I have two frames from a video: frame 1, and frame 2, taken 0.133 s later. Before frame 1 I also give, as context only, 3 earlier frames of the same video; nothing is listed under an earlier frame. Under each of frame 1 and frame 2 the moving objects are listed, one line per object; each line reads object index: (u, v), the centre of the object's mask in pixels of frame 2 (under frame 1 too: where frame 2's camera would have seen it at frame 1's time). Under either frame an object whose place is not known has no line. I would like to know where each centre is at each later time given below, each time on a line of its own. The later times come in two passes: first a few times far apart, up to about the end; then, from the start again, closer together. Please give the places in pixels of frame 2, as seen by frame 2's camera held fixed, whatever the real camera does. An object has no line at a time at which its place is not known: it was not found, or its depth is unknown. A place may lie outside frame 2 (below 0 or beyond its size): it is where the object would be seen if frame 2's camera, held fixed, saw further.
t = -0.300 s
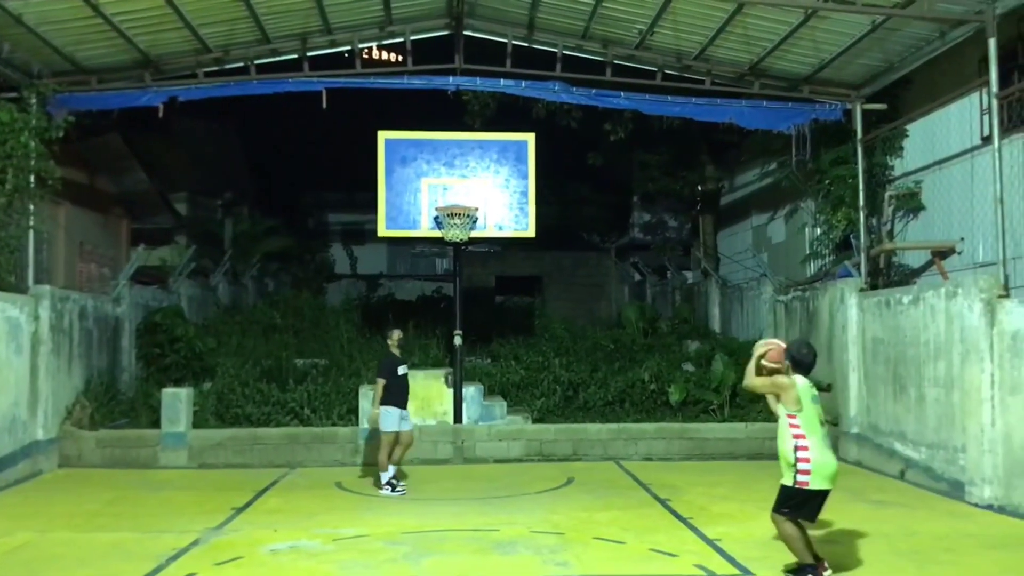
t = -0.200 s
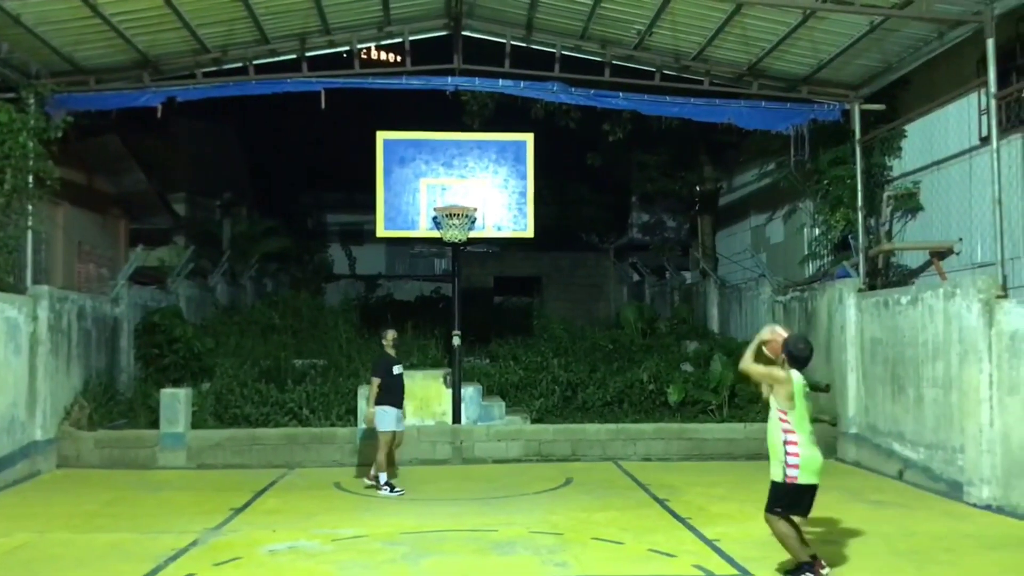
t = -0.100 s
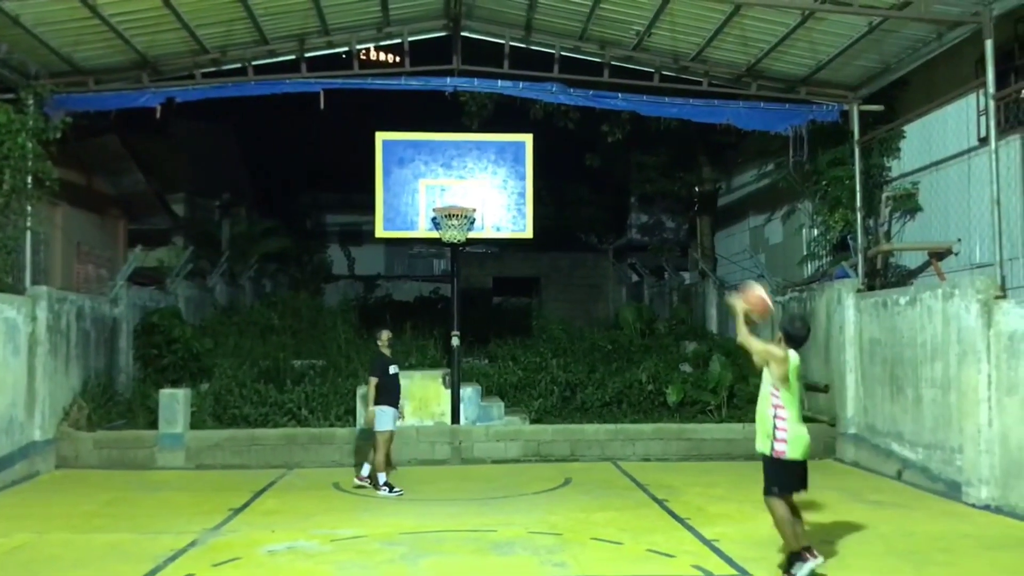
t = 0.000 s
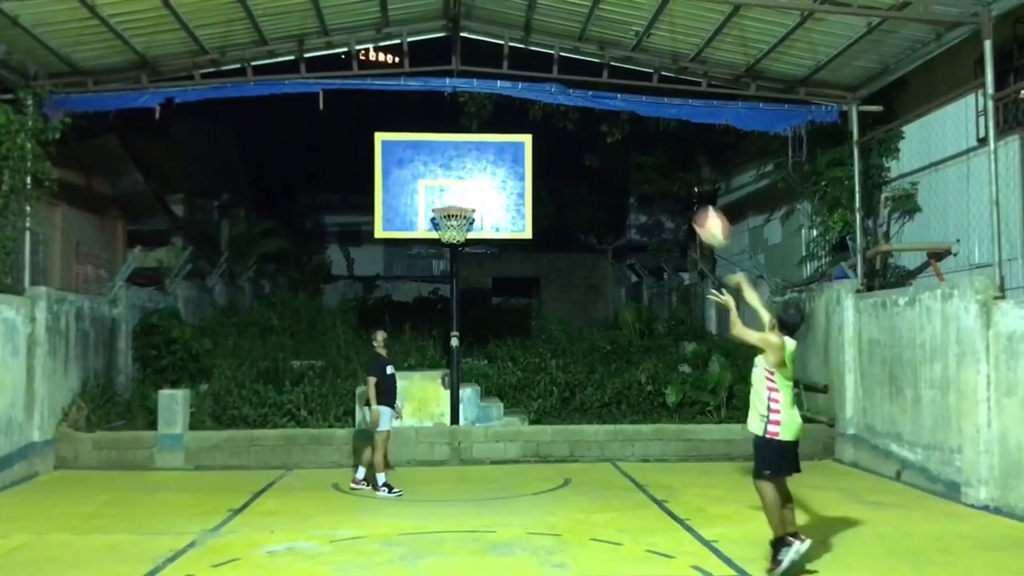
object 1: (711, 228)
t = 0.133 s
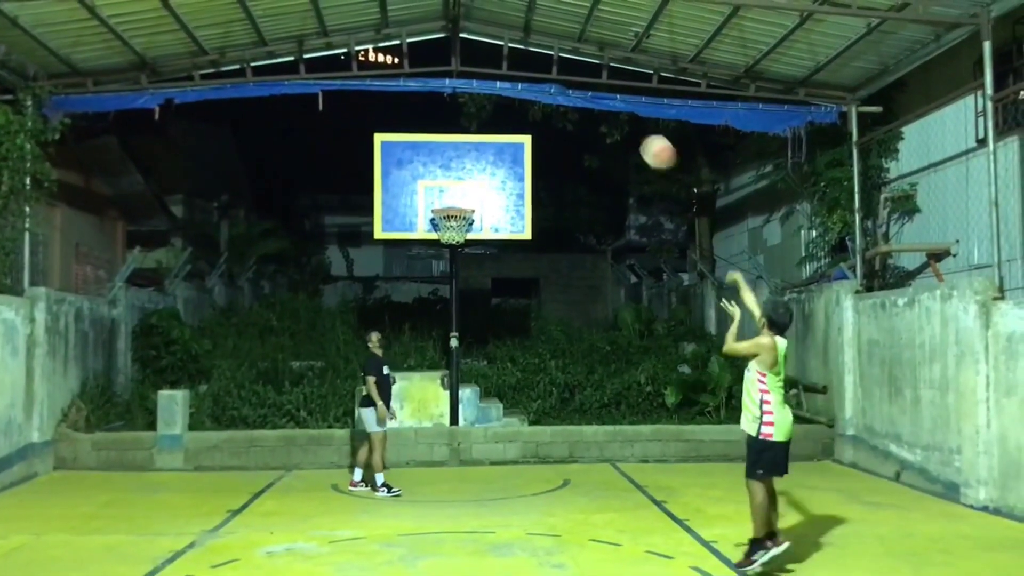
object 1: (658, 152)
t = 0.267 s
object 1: (613, 107)
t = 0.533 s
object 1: (539, 85)
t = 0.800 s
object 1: (481, 134)
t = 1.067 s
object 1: (441, 205)
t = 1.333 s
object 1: (451, 197)
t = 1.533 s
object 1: (458, 205)
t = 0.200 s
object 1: (634, 127)
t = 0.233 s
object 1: (624, 116)
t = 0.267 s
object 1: (613, 107)
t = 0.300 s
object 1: (603, 100)
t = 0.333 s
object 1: (593, 93)
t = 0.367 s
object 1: (583, 89)
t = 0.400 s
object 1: (574, 86)
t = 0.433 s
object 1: (564, 84)
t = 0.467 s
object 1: (555, 83)
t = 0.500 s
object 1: (547, 84)
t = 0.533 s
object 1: (539, 85)
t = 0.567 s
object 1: (531, 89)
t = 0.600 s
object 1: (523, 93)
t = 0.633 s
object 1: (514, 98)
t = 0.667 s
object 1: (507, 103)
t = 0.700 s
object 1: (500, 110)
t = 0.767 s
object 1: (486, 125)
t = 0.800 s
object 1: (481, 134)
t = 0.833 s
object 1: (473, 144)
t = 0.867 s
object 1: (466, 157)
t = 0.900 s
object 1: (461, 168)
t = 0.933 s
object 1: (455, 180)
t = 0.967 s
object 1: (448, 194)
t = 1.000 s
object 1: (445, 201)
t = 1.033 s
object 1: (443, 205)
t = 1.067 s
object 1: (441, 205)
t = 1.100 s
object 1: (441, 204)
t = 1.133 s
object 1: (442, 204)
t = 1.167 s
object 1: (444, 200)
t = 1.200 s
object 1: (446, 199)
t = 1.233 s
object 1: (447, 199)
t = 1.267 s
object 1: (448, 198)
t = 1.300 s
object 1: (450, 197)
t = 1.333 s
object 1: (451, 197)
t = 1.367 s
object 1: (452, 196)
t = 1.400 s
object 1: (453, 197)
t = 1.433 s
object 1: (454, 198)
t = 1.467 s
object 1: (455, 200)
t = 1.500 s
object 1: (457, 202)
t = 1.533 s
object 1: (458, 205)
